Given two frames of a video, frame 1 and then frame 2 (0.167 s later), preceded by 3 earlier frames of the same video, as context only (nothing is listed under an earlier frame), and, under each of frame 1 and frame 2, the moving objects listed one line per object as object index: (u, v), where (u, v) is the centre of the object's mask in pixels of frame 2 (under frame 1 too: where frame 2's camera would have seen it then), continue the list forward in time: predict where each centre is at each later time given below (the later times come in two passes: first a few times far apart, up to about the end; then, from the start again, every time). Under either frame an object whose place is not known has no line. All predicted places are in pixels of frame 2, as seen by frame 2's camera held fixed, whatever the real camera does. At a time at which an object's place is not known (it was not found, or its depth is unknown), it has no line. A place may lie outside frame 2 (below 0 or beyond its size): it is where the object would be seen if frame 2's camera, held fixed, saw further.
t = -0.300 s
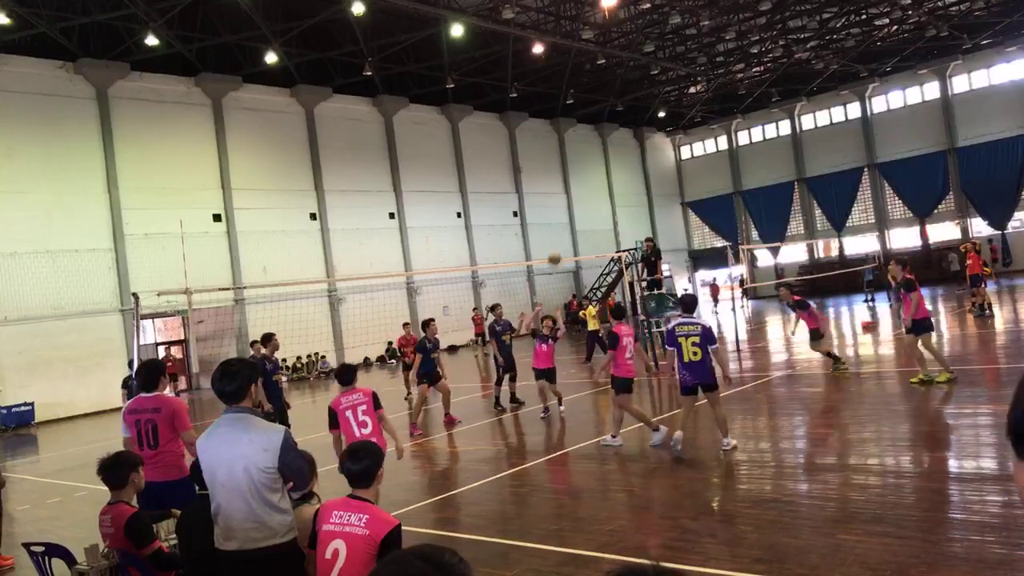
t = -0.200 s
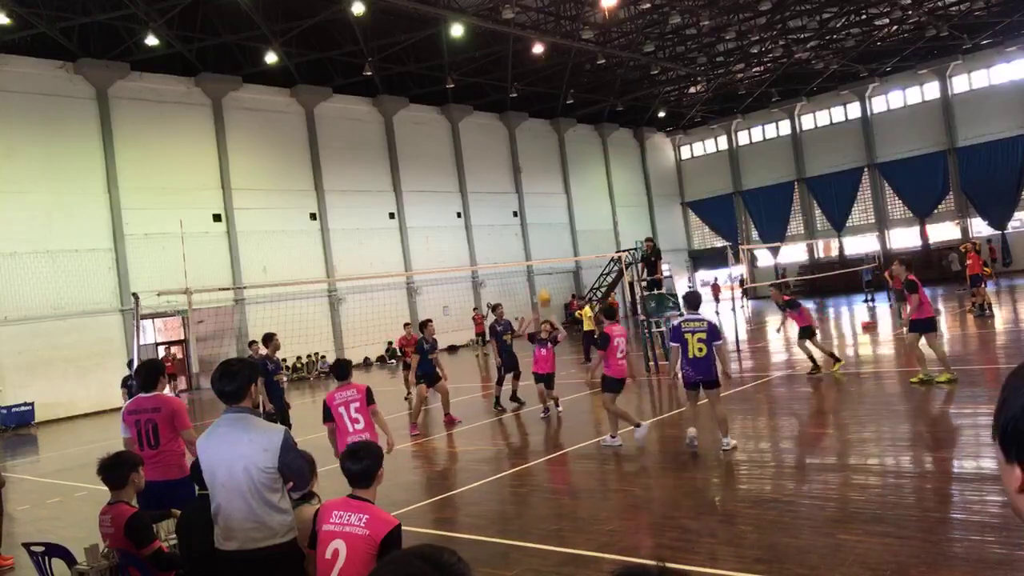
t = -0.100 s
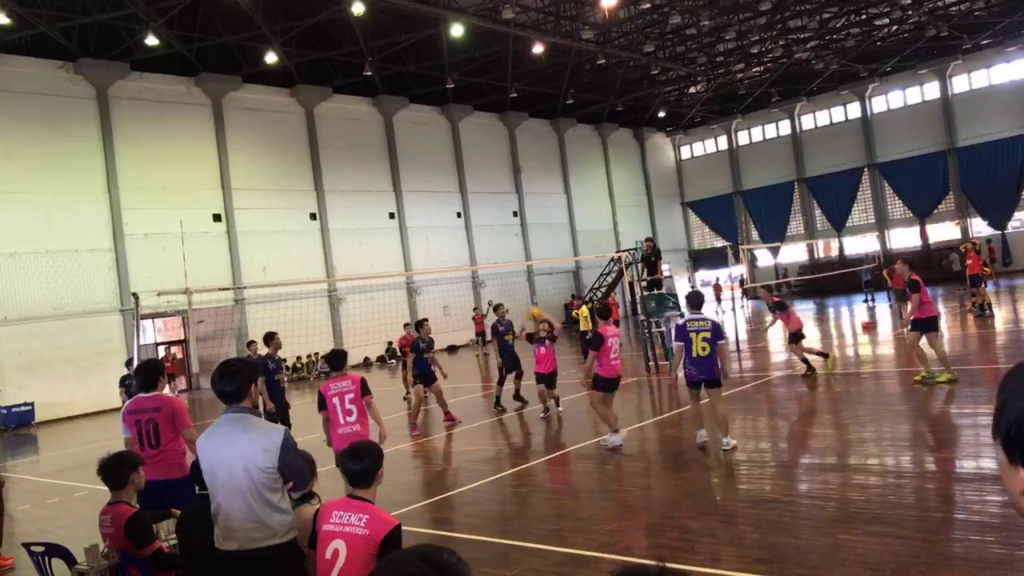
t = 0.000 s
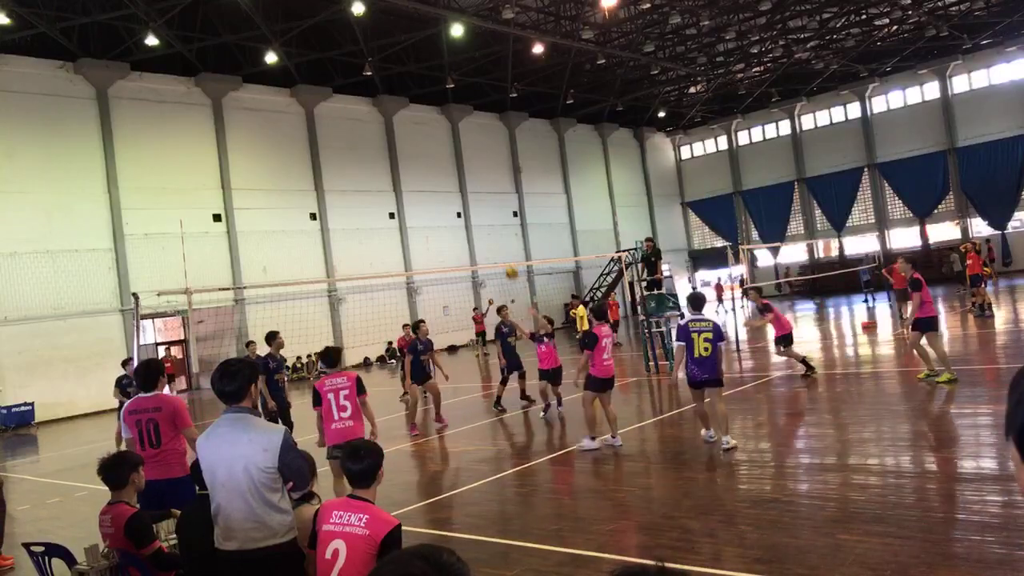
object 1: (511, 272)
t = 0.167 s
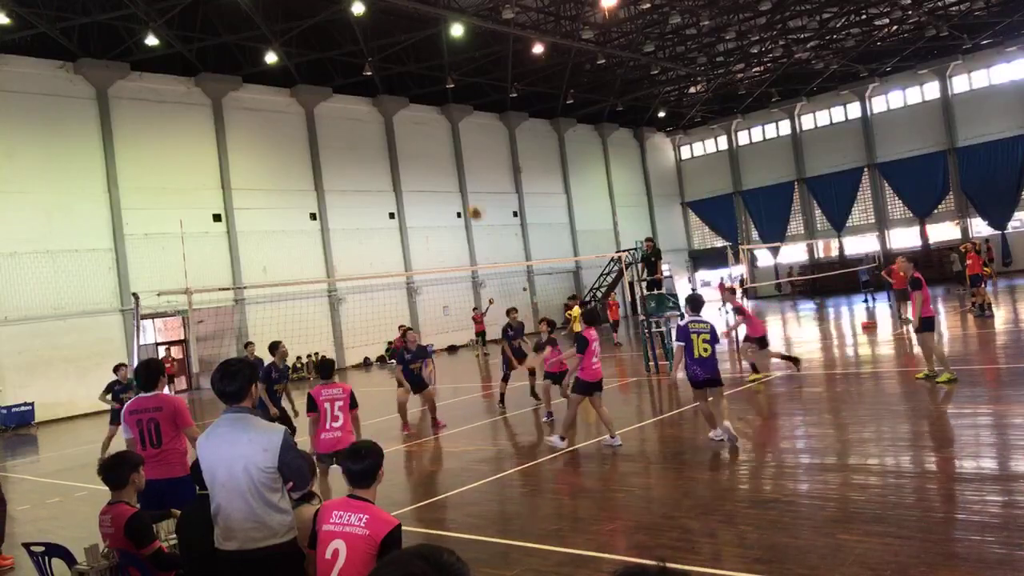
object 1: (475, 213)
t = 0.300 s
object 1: (447, 176)
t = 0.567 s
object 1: (392, 135)
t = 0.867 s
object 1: (332, 150)
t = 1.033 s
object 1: (299, 193)
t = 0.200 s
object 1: (468, 203)
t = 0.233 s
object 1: (461, 192)
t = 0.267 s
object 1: (454, 185)
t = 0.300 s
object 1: (447, 176)
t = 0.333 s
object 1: (440, 168)
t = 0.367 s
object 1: (434, 162)
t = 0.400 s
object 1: (426, 156)
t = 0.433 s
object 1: (419, 150)
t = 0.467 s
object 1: (412, 145)
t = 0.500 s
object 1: (405, 141)
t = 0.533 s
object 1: (399, 137)
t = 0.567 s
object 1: (392, 135)
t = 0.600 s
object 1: (384, 133)
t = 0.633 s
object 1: (378, 133)
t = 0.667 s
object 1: (372, 132)
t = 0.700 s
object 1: (365, 133)
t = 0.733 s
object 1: (359, 135)
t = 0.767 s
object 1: (351, 137)
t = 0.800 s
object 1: (345, 141)
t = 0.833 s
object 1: (339, 145)
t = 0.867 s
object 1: (332, 150)
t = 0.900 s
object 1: (325, 157)
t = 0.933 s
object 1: (319, 164)
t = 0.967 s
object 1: (313, 172)
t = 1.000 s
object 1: (306, 182)
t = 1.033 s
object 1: (299, 193)
